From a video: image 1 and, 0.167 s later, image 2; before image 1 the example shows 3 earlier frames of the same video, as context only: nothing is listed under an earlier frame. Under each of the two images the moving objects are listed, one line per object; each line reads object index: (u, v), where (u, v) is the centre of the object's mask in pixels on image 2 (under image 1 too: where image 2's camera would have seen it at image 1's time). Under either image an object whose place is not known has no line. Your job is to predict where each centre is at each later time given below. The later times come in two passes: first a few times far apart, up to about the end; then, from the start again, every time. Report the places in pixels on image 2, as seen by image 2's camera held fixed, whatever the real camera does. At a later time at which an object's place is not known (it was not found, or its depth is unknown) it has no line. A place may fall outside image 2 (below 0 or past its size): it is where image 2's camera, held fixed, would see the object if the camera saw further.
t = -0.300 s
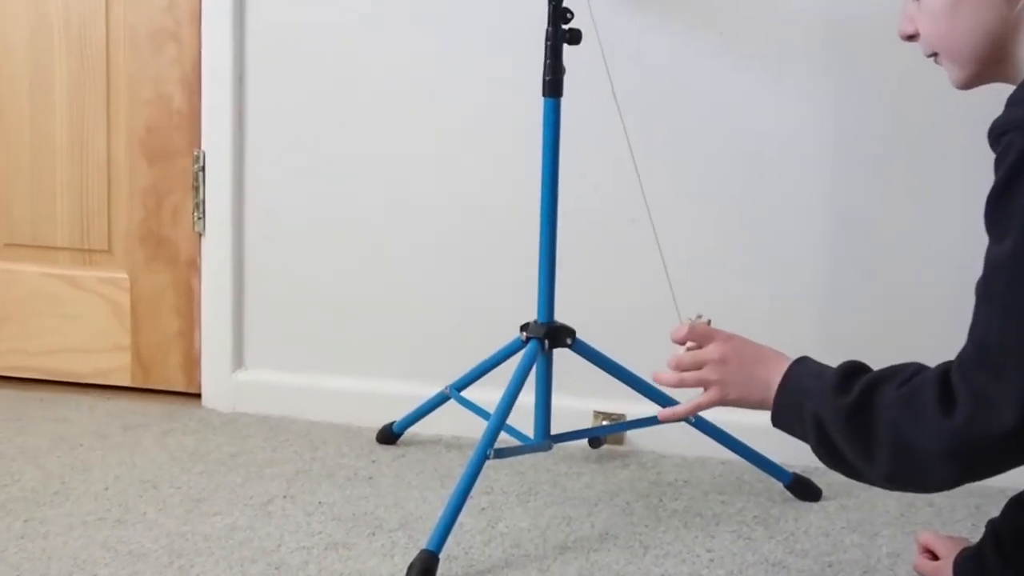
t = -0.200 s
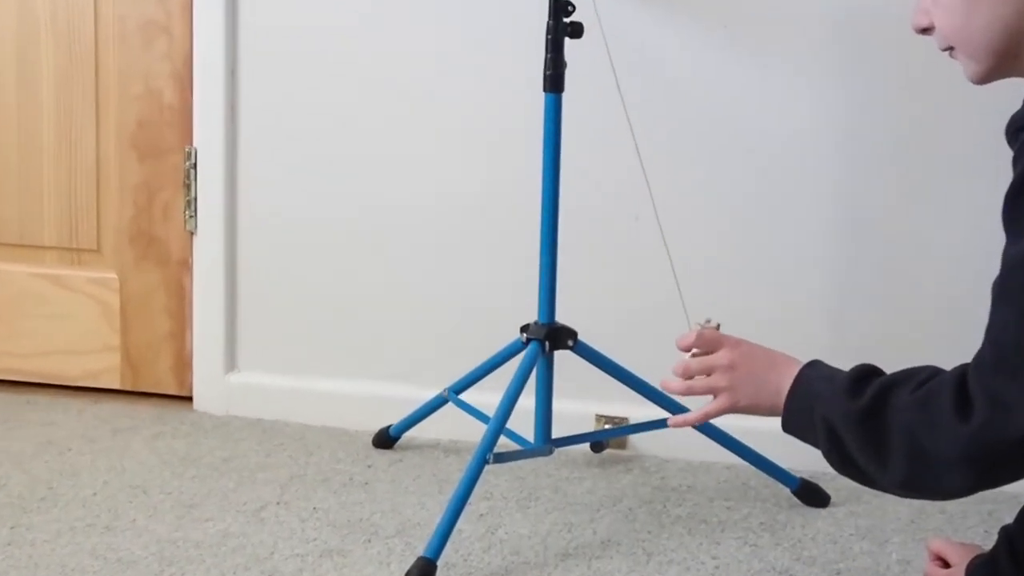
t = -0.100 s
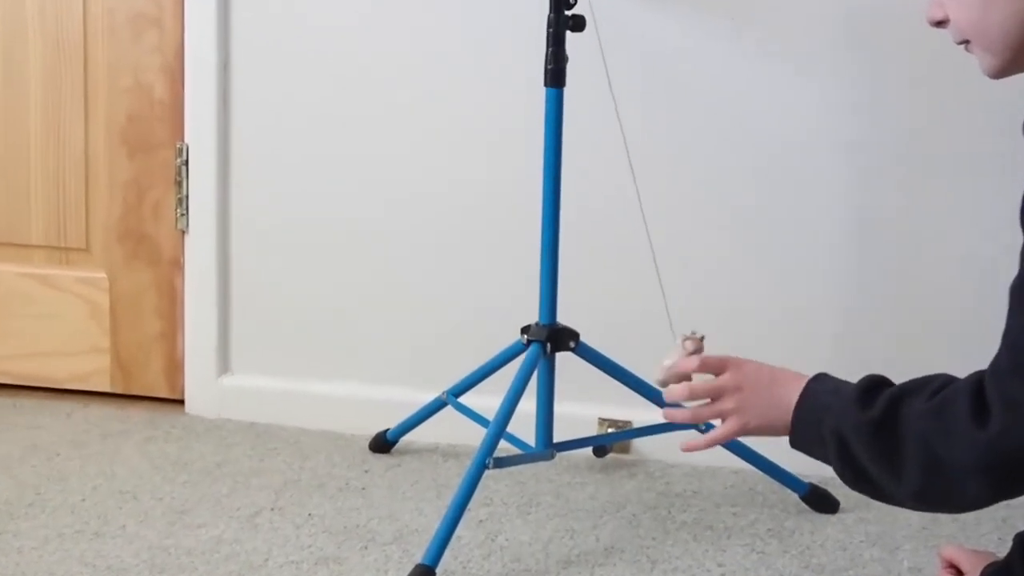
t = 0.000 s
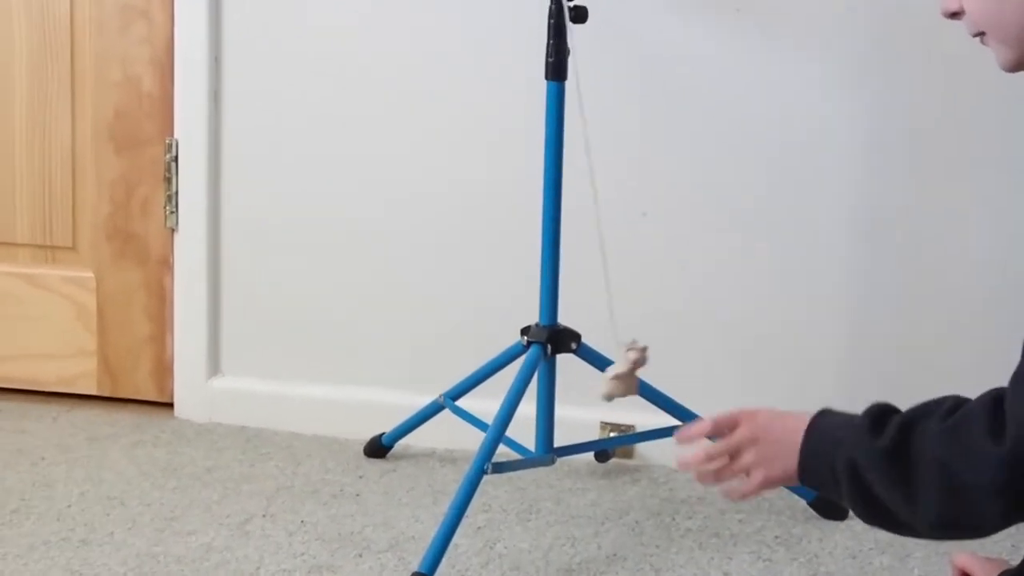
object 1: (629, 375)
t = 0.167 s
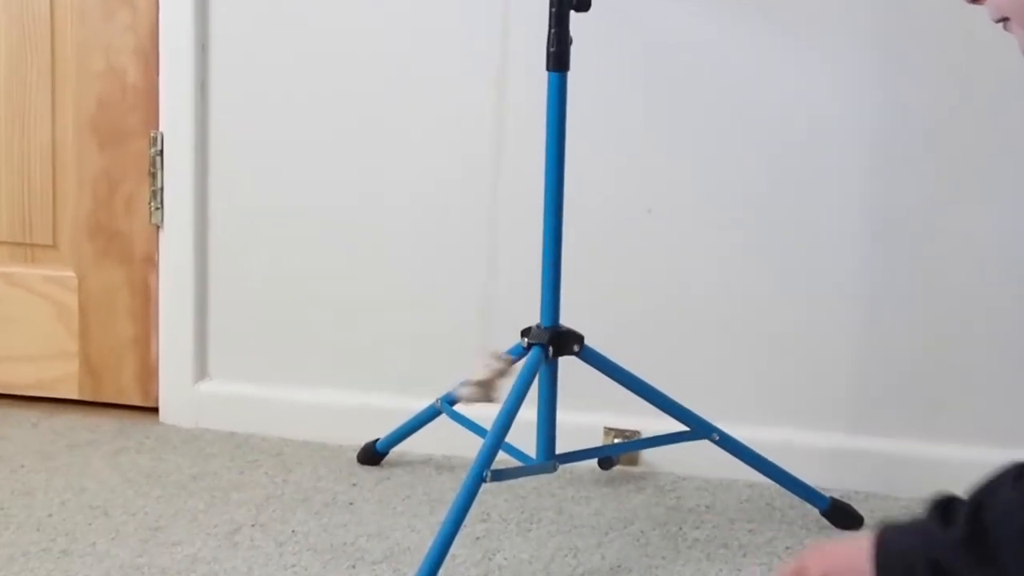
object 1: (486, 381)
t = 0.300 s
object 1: (378, 360)
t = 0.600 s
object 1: (308, 332)
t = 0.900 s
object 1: (512, 376)
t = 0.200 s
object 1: (457, 378)
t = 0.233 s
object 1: (429, 373)
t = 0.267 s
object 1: (402, 366)
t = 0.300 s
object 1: (378, 360)
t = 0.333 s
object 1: (356, 353)
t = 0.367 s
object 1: (338, 346)
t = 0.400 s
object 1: (322, 341)
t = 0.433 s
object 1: (310, 335)
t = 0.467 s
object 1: (303, 331)
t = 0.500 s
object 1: (298, 329)
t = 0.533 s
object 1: (297, 328)
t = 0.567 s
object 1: (300, 328)
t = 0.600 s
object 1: (308, 332)
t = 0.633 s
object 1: (319, 336)
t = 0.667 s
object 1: (334, 341)
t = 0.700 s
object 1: (352, 347)
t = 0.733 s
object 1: (375, 353)
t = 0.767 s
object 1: (397, 360)
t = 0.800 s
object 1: (423, 366)
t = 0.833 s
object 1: (452, 370)
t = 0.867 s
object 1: (481, 374)
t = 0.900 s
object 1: (512, 376)
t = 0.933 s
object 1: (539, 378)
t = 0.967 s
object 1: (567, 376)
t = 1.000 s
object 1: (596, 375)
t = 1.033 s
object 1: (622, 374)
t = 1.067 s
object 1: (644, 372)
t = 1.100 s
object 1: (664, 369)
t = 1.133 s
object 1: (684, 366)
